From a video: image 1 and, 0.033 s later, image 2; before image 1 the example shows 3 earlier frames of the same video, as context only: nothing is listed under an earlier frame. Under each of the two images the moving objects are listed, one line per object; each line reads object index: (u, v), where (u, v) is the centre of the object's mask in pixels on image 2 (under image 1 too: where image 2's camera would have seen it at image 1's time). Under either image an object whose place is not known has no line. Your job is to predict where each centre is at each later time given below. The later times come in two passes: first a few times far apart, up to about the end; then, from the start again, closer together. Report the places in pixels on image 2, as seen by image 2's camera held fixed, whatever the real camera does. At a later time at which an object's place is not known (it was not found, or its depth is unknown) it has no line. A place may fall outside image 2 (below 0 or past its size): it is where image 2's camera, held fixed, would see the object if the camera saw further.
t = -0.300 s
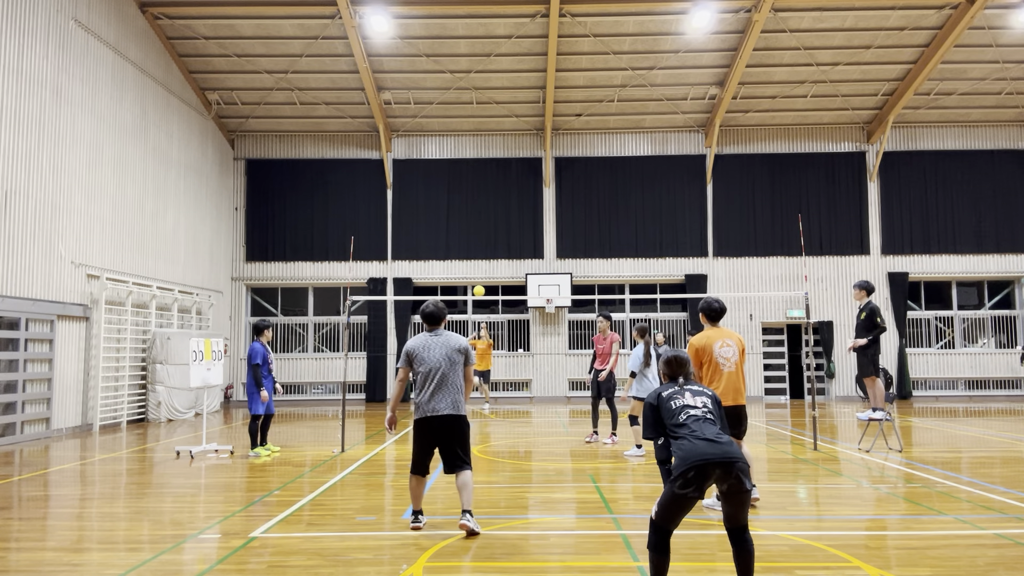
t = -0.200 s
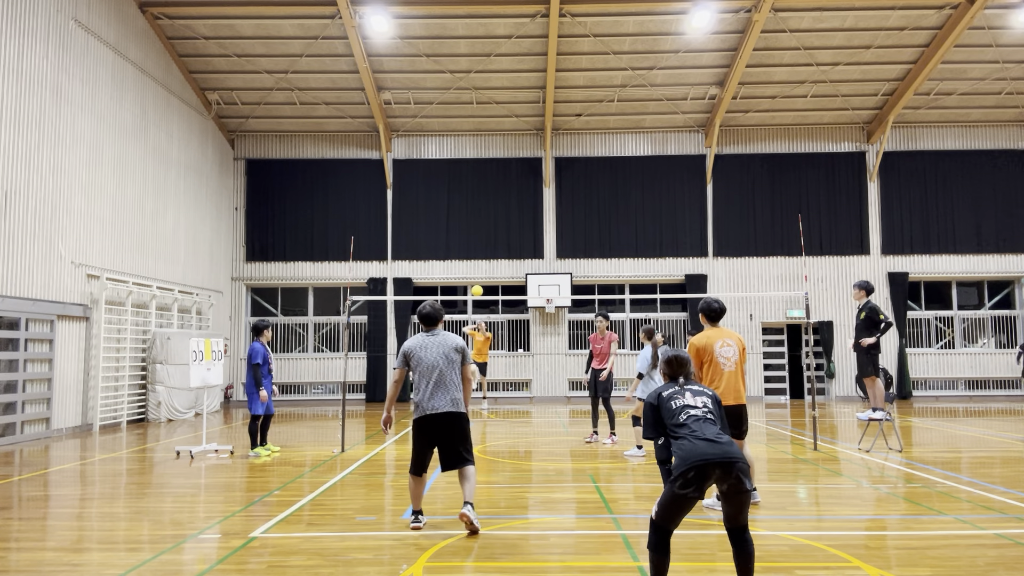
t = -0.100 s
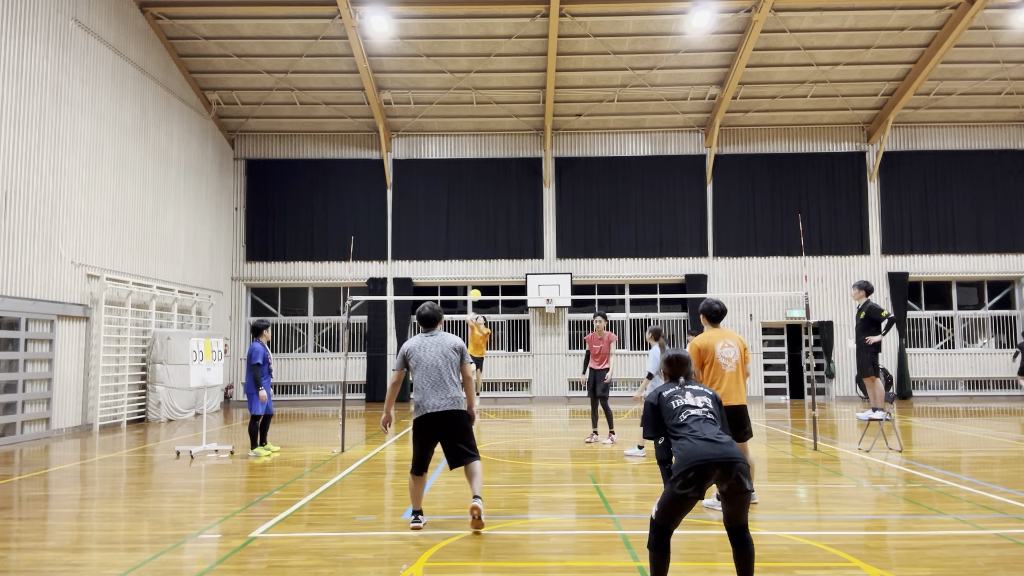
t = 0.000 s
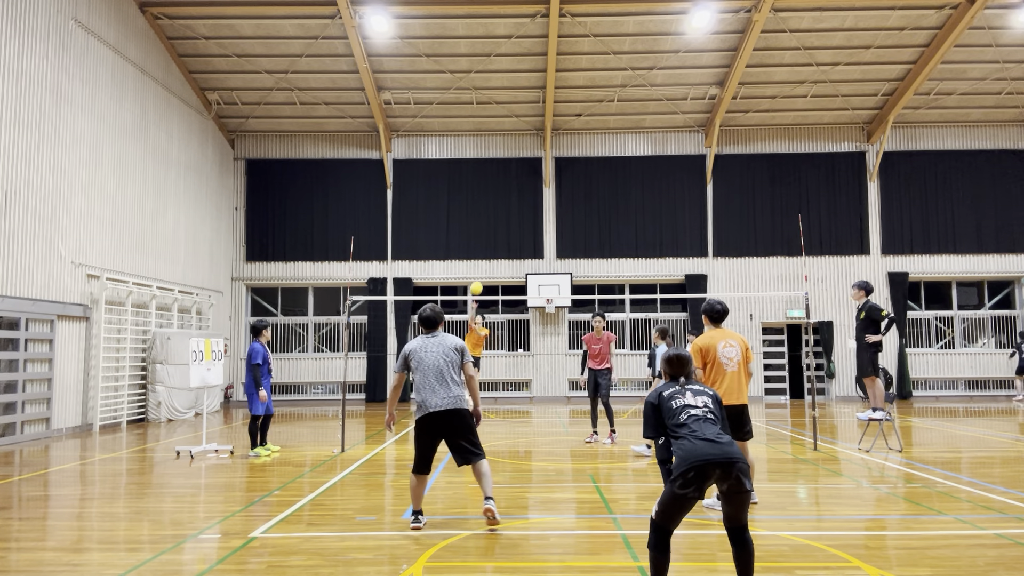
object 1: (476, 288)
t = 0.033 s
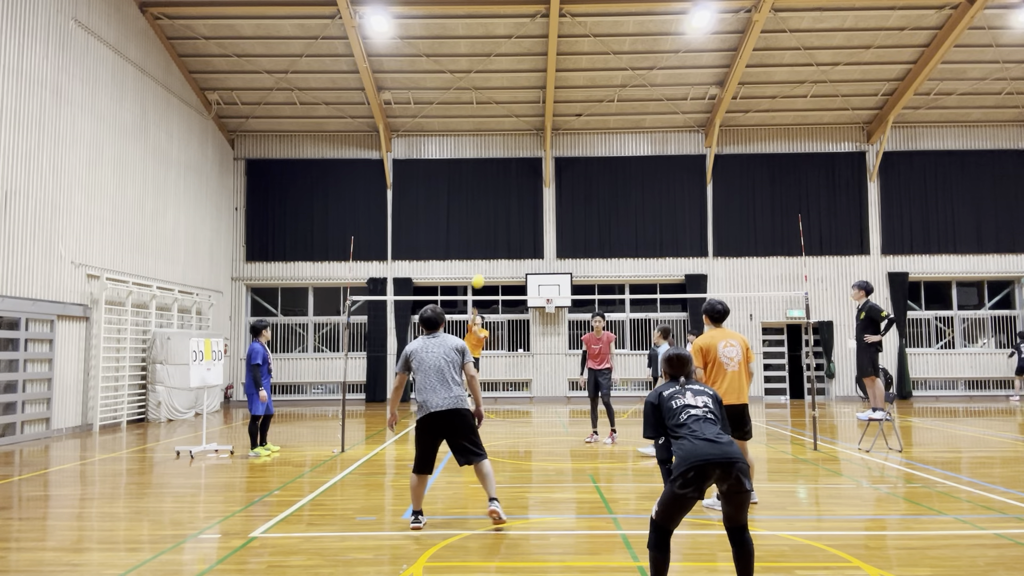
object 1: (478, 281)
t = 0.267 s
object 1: (493, 240)
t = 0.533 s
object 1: (520, 213)
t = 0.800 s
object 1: (559, 220)
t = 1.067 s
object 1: (619, 281)
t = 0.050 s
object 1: (479, 277)
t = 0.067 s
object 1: (479, 274)
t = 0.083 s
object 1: (480, 271)
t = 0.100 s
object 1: (481, 268)
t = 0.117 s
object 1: (482, 265)
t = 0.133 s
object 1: (484, 261)
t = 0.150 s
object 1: (485, 258)
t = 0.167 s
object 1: (486, 256)
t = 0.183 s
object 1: (487, 253)
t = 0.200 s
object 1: (488, 251)
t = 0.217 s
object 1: (490, 248)
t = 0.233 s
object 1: (491, 245)
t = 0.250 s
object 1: (492, 243)
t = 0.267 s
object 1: (493, 240)
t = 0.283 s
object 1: (494, 238)
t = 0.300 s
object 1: (496, 235)
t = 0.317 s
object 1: (497, 233)
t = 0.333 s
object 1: (499, 231)
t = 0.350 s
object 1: (500, 229)
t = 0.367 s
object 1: (502, 227)
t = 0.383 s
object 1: (504, 225)
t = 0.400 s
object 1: (505, 223)
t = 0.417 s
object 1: (507, 222)
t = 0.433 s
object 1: (509, 220)
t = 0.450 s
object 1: (510, 219)
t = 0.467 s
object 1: (512, 217)
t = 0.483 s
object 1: (514, 216)
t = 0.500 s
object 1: (516, 215)
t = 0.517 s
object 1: (518, 214)
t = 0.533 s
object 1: (520, 213)
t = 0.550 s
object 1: (522, 212)
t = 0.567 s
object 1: (524, 212)
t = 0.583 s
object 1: (526, 211)
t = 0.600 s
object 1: (528, 211)
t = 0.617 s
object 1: (530, 211)
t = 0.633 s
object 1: (533, 211)
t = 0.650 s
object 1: (535, 211)
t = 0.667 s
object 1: (537, 211)
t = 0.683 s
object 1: (539, 211)
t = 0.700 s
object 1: (542, 212)
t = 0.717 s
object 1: (544, 212)
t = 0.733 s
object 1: (548, 214)
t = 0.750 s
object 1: (551, 215)
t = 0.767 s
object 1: (553, 216)
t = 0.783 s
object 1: (556, 218)
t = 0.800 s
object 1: (559, 220)
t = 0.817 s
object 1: (562, 222)
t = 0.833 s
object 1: (565, 224)
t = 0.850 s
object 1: (568, 226)
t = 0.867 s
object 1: (572, 229)
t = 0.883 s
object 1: (575, 232)
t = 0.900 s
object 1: (578, 235)
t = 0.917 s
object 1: (582, 239)
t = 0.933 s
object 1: (586, 242)
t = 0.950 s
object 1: (589, 246)
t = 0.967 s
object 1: (593, 249)
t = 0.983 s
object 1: (597, 253)
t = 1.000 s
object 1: (601, 258)
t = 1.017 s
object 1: (605, 263)
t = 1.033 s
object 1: (609, 269)
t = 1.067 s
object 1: (619, 281)
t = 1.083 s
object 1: (623, 288)
